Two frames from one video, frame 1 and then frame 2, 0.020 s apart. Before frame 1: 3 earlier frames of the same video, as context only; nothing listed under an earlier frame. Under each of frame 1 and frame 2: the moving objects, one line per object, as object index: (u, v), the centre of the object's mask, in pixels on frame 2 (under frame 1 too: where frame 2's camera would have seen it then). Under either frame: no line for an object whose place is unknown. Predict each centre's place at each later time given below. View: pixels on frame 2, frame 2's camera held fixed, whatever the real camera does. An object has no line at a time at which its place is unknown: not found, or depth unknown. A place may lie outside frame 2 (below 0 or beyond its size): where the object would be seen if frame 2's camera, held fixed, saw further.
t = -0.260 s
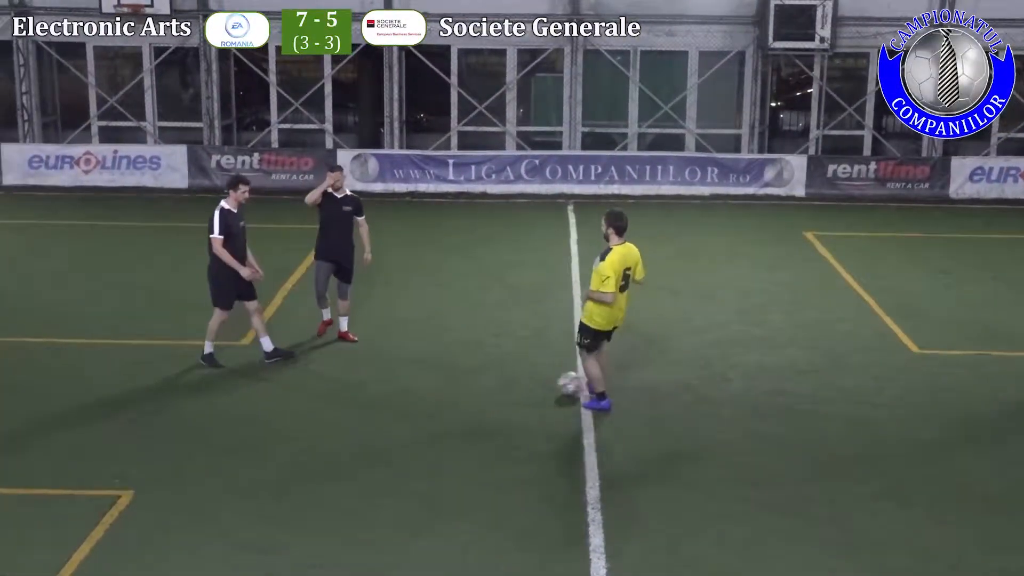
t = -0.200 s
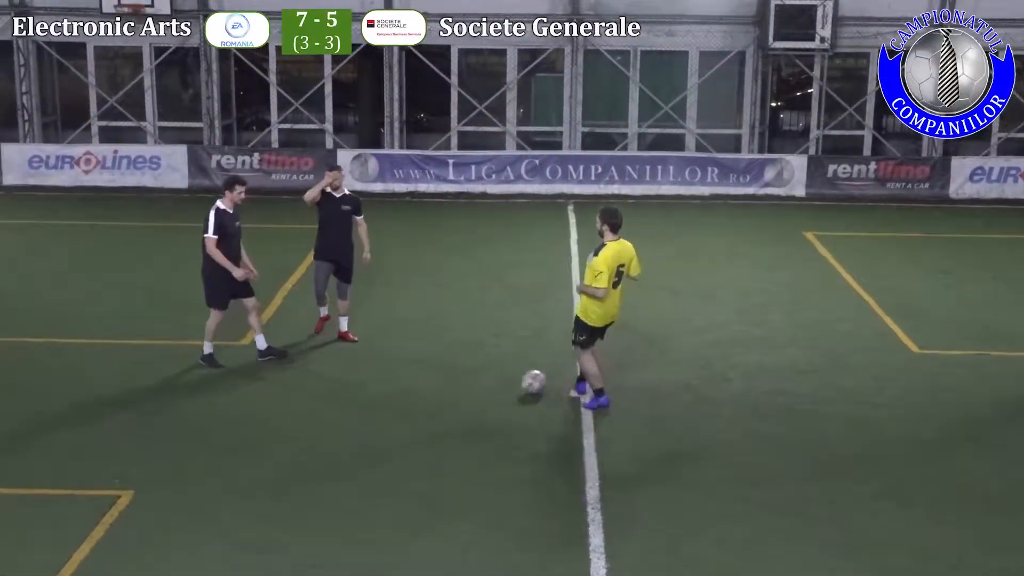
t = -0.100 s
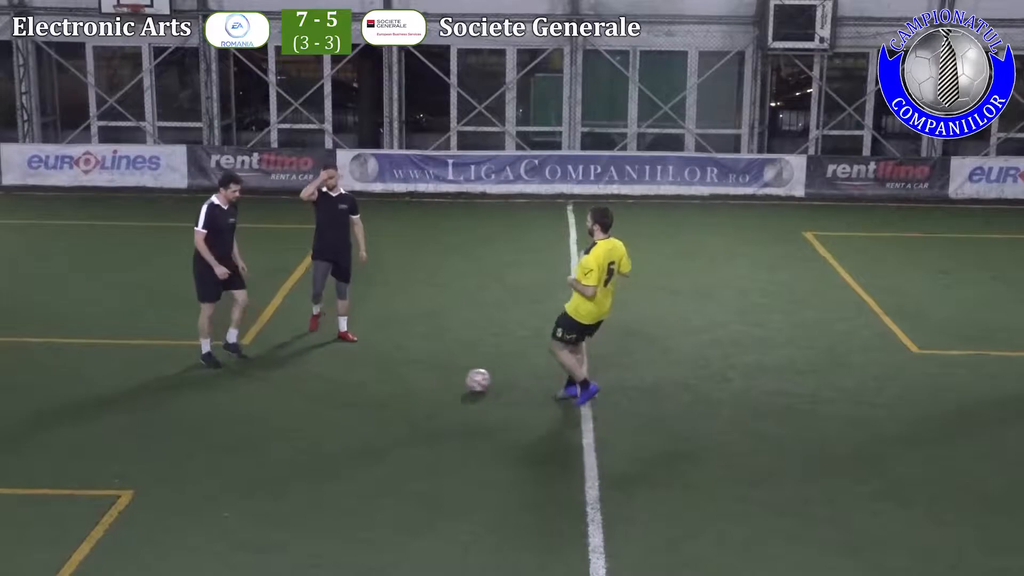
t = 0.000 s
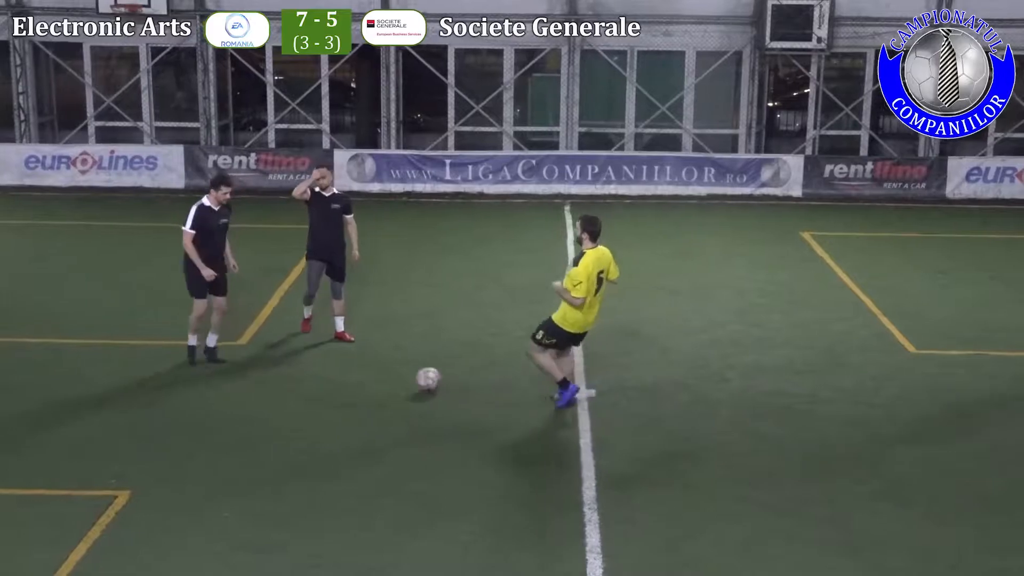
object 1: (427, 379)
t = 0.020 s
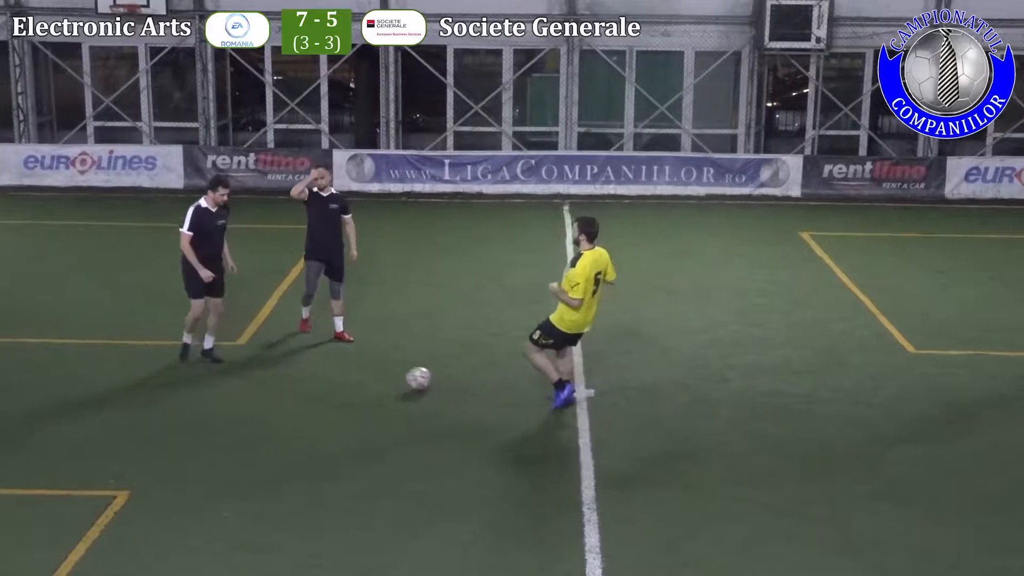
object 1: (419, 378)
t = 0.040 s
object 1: (410, 378)
